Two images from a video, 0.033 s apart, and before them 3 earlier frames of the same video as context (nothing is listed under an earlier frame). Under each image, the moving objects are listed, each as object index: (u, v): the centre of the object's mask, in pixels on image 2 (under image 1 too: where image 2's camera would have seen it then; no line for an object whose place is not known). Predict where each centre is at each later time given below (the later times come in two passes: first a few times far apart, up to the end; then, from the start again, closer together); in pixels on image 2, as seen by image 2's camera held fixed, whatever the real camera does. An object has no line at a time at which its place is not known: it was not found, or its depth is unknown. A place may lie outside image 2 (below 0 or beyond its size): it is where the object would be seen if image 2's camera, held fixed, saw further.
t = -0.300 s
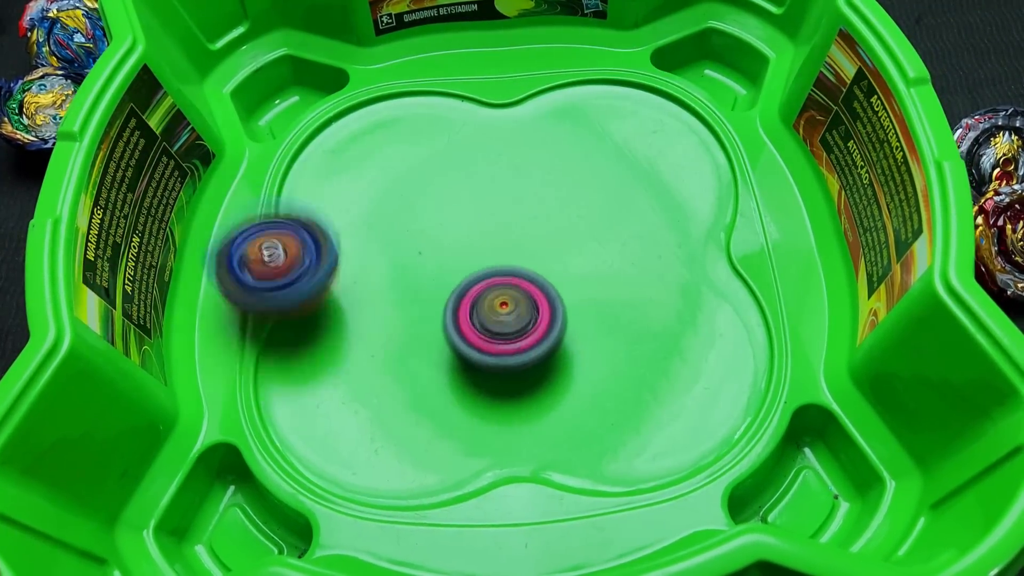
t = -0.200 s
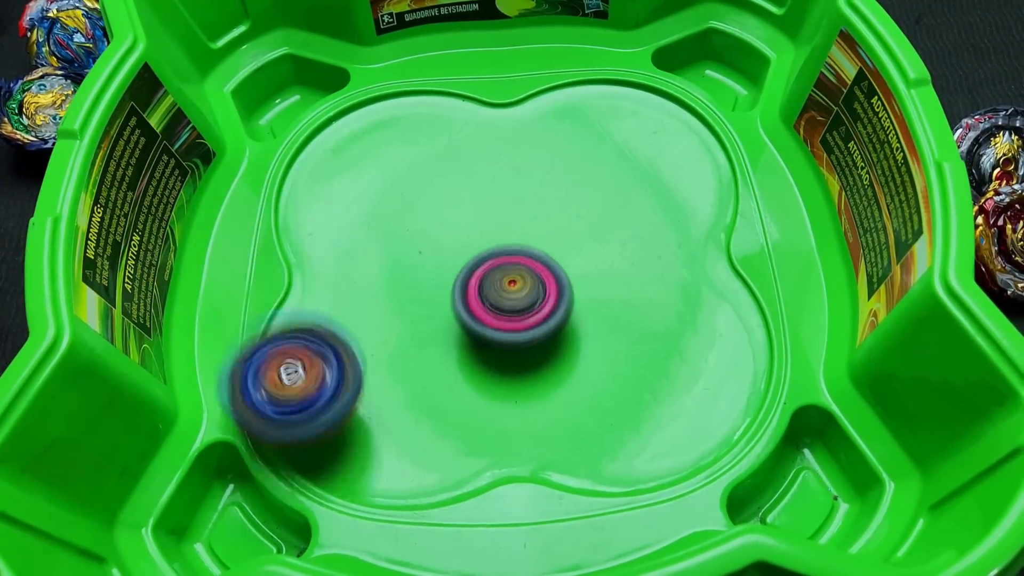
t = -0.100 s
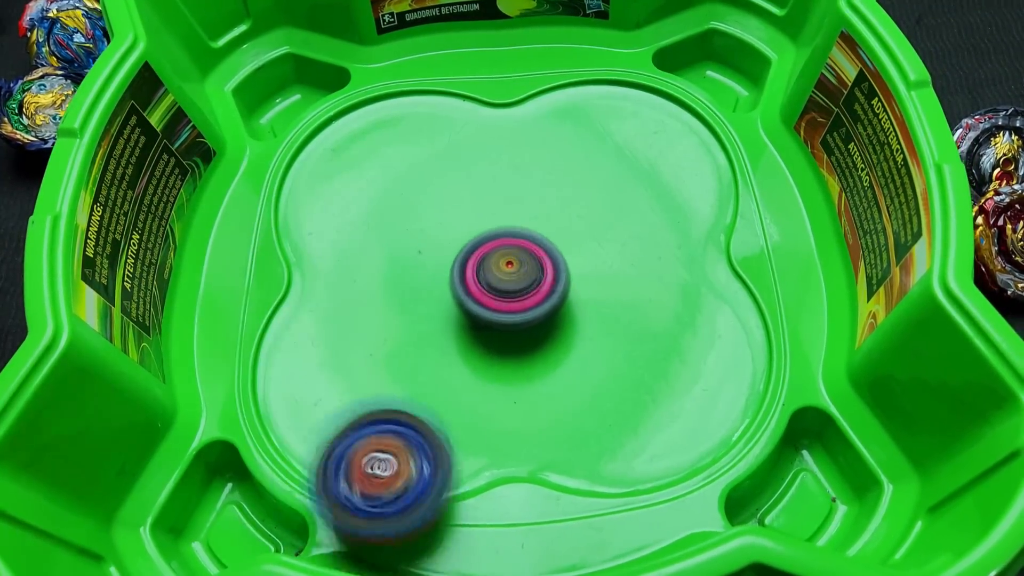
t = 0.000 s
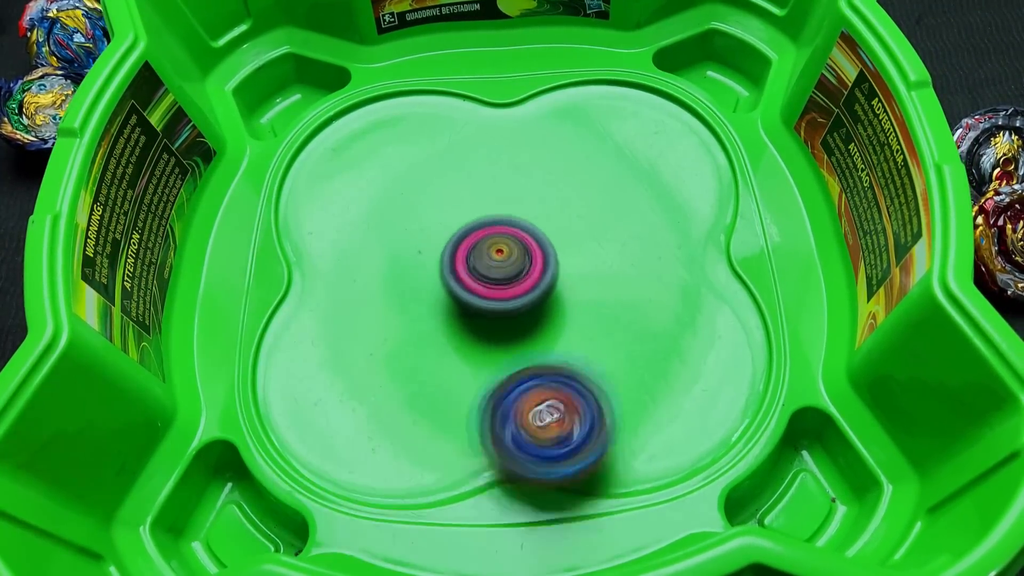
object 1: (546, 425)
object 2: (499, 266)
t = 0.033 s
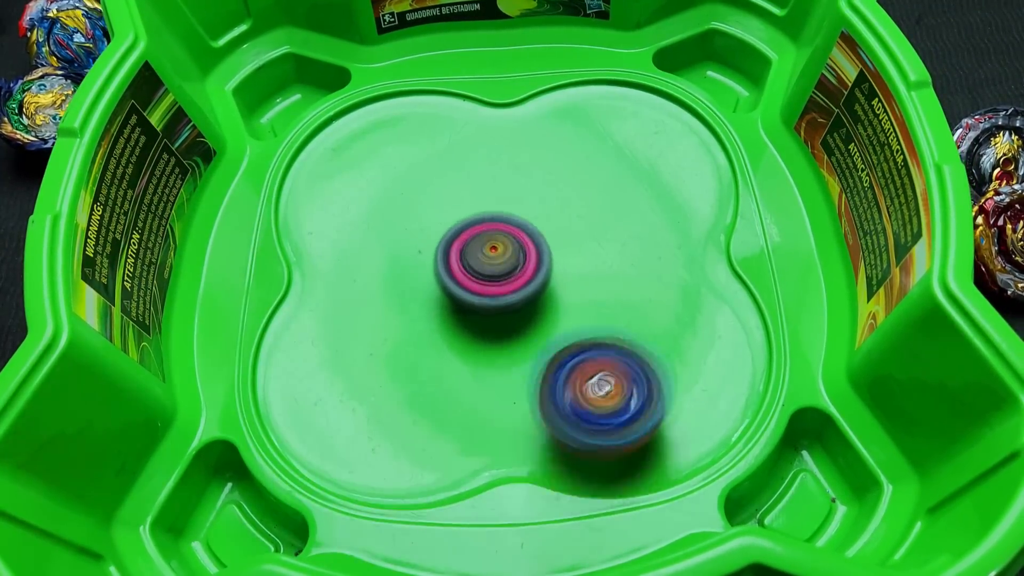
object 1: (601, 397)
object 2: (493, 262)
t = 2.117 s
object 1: (659, 156)
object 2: (520, 226)
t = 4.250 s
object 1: (361, 95)
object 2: (486, 277)
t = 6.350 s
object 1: (354, 192)
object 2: (499, 261)
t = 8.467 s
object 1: (355, 96)
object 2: (503, 249)
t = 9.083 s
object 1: (661, 293)
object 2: (502, 268)
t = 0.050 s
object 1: (622, 381)
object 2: (490, 261)
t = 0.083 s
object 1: (662, 342)
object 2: (485, 257)
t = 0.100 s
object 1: (674, 323)
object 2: (482, 255)
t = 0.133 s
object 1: (696, 280)
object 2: (476, 252)
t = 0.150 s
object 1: (702, 262)
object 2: (474, 251)
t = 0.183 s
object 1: (705, 218)
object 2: (469, 249)
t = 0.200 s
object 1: (703, 200)
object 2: (466, 249)
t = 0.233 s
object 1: (693, 156)
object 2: (460, 248)
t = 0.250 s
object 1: (683, 141)
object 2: (458, 248)
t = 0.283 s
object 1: (660, 106)
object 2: (453, 247)
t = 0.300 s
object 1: (649, 89)
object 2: (451, 247)
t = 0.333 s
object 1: (617, 61)
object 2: (446, 247)
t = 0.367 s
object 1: (575, 52)
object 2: (442, 248)
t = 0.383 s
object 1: (555, 50)
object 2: (441, 249)
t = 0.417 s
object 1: (511, 56)
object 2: (438, 249)
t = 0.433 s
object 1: (491, 56)
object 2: (437, 250)
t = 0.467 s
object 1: (456, 56)
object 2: (437, 251)
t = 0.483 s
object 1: (441, 57)
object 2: (436, 252)
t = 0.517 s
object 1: (408, 59)
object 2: (436, 253)
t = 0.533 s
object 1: (392, 64)
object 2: (436, 255)
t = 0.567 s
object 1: (358, 82)
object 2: (435, 257)
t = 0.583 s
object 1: (343, 91)
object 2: (435, 257)
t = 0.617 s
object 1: (310, 116)
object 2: (436, 259)
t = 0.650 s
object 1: (286, 146)
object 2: (439, 260)
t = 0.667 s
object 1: (278, 170)
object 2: (440, 261)
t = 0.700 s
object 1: (283, 216)
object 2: (443, 261)
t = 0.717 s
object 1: (292, 240)
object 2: (445, 261)
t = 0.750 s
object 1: (318, 286)
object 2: (449, 261)
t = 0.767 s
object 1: (332, 309)
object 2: (451, 261)
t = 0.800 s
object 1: (365, 349)
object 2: (456, 261)
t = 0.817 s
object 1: (383, 365)
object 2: (458, 261)
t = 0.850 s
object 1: (425, 394)
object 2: (462, 260)
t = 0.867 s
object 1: (447, 407)
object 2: (465, 258)
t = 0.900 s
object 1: (495, 422)
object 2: (470, 256)
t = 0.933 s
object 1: (548, 427)
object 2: (475, 254)
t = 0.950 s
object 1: (574, 426)
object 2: (478, 252)
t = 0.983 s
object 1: (625, 414)
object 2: (482, 249)
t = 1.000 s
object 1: (646, 405)
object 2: (483, 247)
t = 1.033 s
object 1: (690, 380)
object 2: (486, 244)
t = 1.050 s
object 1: (708, 366)
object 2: (487, 243)
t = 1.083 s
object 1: (739, 330)
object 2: (489, 239)
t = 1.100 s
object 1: (749, 312)
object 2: (490, 238)
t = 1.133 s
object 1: (753, 270)
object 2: (490, 235)
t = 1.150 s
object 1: (739, 253)
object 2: (491, 234)
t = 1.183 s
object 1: (706, 229)
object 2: (492, 232)
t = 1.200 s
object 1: (693, 214)
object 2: (492, 230)
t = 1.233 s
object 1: (664, 183)
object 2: (492, 228)
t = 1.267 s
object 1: (637, 152)
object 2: (492, 226)
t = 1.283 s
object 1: (624, 138)
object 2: (492, 225)
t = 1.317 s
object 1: (591, 112)
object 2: (492, 224)
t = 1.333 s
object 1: (573, 101)
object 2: (491, 222)
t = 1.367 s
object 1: (535, 83)
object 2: (490, 220)
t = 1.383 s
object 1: (517, 78)
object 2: (489, 219)
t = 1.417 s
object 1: (481, 98)
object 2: (489, 218)
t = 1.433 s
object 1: (464, 114)
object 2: (489, 217)
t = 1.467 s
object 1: (424, 131)
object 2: (490, 218)
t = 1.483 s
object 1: (405, 140)
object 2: (490, 219)
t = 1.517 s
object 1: (364, 158)
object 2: (492, 221)
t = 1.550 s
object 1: (326, 180)
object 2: (493, 223)
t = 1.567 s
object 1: (310, 192)
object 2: (493, 224)
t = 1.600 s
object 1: (285, 218)
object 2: (495, 225)
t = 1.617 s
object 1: (282, 231)
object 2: (497, 225)
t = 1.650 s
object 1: (310, 251)
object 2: (500, 226)
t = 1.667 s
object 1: (327, 267)
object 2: (501, 226)
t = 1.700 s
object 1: (353, 286)
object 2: (505, 227)
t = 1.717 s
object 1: (369, 299)
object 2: (507, 227)
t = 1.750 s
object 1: (395, 323)
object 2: (509, 228)
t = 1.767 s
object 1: (413, 336)
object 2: (511, 228)
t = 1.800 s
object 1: (450, 351)
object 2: (513, 228)
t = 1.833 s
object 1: (495, 361)
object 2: (516, 228)
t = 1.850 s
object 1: (516, 363)
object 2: (518, 227)
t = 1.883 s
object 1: (561, 357)
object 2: (520, 227)
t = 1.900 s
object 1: (580, 351)
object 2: (522, 227)
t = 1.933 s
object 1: (617, 332)
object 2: (523, 225)
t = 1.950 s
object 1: (633, 320)
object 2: (524, 225)
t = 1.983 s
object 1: (658, 290)
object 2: (524, 225)
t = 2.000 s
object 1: (665, 275)
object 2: (524, 224)
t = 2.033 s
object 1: (677, 239)
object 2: (524, 224)
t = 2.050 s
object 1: (677, 225)
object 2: (523, 224)
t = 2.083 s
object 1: (673, 190)
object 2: (522, 225)
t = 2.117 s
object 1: (659, 156)
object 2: (520, 226)
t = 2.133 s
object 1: (651, 141)
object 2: (520, 227)
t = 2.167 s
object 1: (625, 112)
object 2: (519, 230)
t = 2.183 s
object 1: (611, 102)
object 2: (519, 232)
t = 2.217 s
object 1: (578, 81)
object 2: (520, 236)
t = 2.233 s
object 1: (560, 73)
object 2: (520, 238)
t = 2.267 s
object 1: (527, 73)
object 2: (523, 243)
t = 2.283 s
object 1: (513, 83)
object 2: (523, 245)
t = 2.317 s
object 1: (480, 113)
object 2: (525, 249)
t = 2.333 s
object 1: (466, 119)
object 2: (525, 249)
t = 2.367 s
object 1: (433, 139)
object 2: (526, 251)
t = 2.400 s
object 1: (401, 158)
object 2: (527, 251)
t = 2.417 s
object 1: (382, 172)
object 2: (528, 251)
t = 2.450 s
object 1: (356, 198)
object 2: (528, 253)
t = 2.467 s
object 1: (344, 212)
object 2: (528, 255)
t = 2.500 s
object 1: (327, 242)
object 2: (528, 256)
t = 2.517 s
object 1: (322, 261)
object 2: (529, 256)
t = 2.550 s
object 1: (319, 293)
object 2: (531, 256)
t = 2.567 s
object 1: (320, 311)
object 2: (533, 255)
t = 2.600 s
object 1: (332, 345)
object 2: (537, 254)
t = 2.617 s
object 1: (343, 361)
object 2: (538, 254)
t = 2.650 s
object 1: (370, 390)
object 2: (541, 254)
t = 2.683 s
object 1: (405, 414)
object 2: (544, 255)
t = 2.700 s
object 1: (425, 422)
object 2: (545, 255)
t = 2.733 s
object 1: (471, 430)
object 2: (545, 256)
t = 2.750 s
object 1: (494, 431)
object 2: (544, 256)
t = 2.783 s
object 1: (545, 426)
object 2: (543, 255)
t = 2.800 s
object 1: (570, 420)
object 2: (542, 255)
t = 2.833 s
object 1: (616, 398)
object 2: (540, 254)
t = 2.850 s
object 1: (635, 384)
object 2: (539, 253)
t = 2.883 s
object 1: (669, 352)
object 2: (537, 253)
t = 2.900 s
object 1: (682, 336)
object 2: (536, 253)
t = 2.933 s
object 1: (701, 295)
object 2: (535, 253)
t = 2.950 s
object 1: (706, 276)
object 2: (533, 253)
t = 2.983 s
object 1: (708, 235)
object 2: (532, 255)
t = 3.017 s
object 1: (701, 198)
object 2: (530, 257)
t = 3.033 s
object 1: (694, 179)
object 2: (529, 258)
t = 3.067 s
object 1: (675, 147)
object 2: (528, 261)
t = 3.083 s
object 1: (663, 132)
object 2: (528, 263)
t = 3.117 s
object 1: (636, 103)
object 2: (527, 266)
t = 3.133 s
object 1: (620, 92)
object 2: (526, 268)
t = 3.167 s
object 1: (583, 77)
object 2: (526, 271)
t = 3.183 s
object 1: (566, 69)
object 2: (525, 272)
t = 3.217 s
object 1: (530, 74)
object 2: (524, 275)
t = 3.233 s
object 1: (516, 86)
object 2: (522, 276)
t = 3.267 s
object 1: (485, 118)
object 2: (519, 276)
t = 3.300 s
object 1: (454, 138)
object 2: (515, 275)
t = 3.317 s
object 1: (437, 154)
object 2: (514, 274)
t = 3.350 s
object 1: (404, 172)
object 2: (513, 273)
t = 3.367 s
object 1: (388, 183)
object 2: (513, 272)
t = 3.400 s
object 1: (359, 209)
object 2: (513, 273)
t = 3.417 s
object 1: (347, 224)
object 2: (513, 273)
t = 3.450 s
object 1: (330, 253)
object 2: (511, 274)
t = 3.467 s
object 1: (324, 269)
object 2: (510, 275)
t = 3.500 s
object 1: (321, 301)
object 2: (510, 276)
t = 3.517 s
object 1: (323, 317)
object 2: (510, 277)
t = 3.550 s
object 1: (336, 349)
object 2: (511, 280)
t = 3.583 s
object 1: (359, 379)
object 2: (512, 282)
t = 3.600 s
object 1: (373, 390)
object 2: (513, 284)
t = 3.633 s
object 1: (409, 410)
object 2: (514, 286)
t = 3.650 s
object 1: (428, 415)
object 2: (514, 286)
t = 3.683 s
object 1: (474, 417)
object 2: (514, 287)
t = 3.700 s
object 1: (496, 415)
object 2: (514, 287)
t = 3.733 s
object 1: (543, 404)
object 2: (513, 288)
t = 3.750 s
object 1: (563, 395)
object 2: (513, 287)
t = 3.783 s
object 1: (605, 373)
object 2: (512, 286)
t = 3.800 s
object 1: (620, 360)
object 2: (511, 285)
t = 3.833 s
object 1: (648, 327)
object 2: (510, 284)
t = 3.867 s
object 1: (662, 289)
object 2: (508, 283)
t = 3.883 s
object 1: (666, 270)
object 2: (507, 282)
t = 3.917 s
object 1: (666, 234)
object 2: (505, 280)
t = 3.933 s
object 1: (663, 217)
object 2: (504, 280)
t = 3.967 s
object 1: (649, 182)
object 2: (503, 280)
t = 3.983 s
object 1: (640, 168)
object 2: (502, 280)
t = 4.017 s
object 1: (616, 140)
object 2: (500, 279)
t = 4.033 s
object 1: (603, 128)
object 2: (499, 279)
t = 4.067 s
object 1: (571, 109)
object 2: (496, 279)
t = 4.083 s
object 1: (554, 101)
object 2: (495, 279)
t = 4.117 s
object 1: (518, 89)
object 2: (493, 279)
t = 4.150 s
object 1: (480, 84)
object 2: (491, 279)
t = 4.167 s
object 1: (460, 84)
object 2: (490, 279)
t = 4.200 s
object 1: (419, 82)
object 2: (488, 278)
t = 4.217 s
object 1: (399, 85)
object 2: (487, 278)
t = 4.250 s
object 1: (361, 95)
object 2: (486, 277)
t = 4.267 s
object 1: (345, 106)
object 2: (486, 277)
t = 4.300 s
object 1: (312, 121)
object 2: (485, 277)
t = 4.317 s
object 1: (299, 133)
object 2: (485, 276)
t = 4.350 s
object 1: (281, 164)
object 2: (485, 275)
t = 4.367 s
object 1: (275, 183)
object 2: (484, 274)
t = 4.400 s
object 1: (285, 222)
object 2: (484, 273)
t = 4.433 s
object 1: (300, 262)
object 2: (483, 272)
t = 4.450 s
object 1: (307, 282)
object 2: (482, 272)
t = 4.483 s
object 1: (327, 319)
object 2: (481, 271)
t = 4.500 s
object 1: (339, 334)
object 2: (480, 270)
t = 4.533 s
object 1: (372, 361)
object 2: (478, 269)
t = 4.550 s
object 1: (390, 373)
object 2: (477, 269)
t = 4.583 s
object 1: (434, 384)
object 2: (476, 268)
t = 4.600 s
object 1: (453, 388)
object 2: (476, 268)
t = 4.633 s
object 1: (500, 389)
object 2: (476, 268)
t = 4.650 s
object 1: (522, 389)
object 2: (476, 267)
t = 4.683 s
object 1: (571, 380)
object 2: (476, 267)
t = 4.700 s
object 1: (591, 373)
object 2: (476, 267)
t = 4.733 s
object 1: (630, 350)
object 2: (477, 266)
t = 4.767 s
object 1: (663, 321)
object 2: (478, 265)
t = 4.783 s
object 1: (674, 306)
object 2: (478, 264)
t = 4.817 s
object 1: (692, 271)
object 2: (478, 263)
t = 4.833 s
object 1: (697, 255)
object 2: (478, 263)
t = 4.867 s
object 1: (703, 221)
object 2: (480, 261)
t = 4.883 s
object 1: (702, 204)
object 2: (481, 260)
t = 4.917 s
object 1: (694, 171)
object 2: (481, 258)
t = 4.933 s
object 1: (688, 157)
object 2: (481, 257)
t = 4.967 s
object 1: (671, 128)
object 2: (480, 256)
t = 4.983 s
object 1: (660, 116)
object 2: (480, 255)
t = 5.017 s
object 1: (637, 93)
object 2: (480, 254)
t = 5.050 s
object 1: (606, 78)
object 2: (479, 252)
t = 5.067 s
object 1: (589, 69)
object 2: (479, 251)
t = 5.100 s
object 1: (553, 63)
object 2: (478, 250)
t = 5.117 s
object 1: (537, 71)
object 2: (478, 250)
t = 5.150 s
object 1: (507, 98)
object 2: (478, 249)
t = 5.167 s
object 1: (492, 110)
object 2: (478, 248)
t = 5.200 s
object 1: (459, 132)
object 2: (477, 246)
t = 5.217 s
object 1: (443, 142)
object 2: (477, 245)
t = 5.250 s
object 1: (415, 160)
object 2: (479, 245)
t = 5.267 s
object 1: (397, 169)
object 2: (482, 249)
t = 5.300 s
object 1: (369, 183)
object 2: (485, 255)
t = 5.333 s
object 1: (341, 205)
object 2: (487, 259)
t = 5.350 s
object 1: (330, 217)
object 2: (489, 261)
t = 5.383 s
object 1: (315, 243)
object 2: (492, 261)
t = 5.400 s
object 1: (310, 256)
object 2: (493, 260)
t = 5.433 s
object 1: (307, 287)
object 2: (496, 258)
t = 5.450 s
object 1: (308, 302)
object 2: (498, 257)
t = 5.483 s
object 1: (319, 332)
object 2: (503, 255)
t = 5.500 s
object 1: (328, 344)
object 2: (506, 253)
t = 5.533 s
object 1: (352, 368)
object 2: (509, 251)
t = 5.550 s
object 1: (367, 377)
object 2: (510, 250)
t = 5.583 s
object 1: (401, 389)
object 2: (513, 249)
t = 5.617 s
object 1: (437, 395)
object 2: (515, 247)
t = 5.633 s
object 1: (456, 395)
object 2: (516, 247)
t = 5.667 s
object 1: (495, 389)
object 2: (517, 247)
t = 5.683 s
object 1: (514, 384)
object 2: (518, 247)
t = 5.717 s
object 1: (551, 363)
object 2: (519, 247)
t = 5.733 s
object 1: (567, 353)
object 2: (519, 246)
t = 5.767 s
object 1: (596, 329)
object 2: (518, 246)
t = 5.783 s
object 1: (608, 316)
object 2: (518, 247)
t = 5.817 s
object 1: (628, 286)
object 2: (516, 247)
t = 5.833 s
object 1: (638, 273)
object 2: (513, 245)
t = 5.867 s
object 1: (650, 243)
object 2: (507, 241)
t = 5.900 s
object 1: (654, 215)
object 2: (503, 239)
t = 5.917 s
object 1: (653, 198)
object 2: (500, 239)
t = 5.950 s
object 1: (645, 171)
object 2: (497, 240)
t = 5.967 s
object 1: (638, 158)
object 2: (496, 240)
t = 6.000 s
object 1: (622, 133)
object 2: (495, 242)
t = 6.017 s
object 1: (611, 124)
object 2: (494, 243)
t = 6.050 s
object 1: (585, 108)
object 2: (493, 246)
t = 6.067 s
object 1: (570, 101)
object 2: (493, 247)
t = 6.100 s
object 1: (541, 93)
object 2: (493, 249)
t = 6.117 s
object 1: (526, 92)
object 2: (493, 250)
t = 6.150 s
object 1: (495, 93)
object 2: (493, 254)
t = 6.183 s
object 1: (463, 99)
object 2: (493, 256)
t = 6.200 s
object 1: (446, 103)
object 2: (493, 257)
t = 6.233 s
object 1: (420, 116)
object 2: (494, 259)
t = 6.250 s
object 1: (407, 124)
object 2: (495, 259)
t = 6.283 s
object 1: (386, 141)
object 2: (496, 260)
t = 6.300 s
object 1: (377, 153)
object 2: (496, 260)
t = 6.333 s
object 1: (361, 178)
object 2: (498, 261)
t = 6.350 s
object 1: (354, 192)
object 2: (499, 261)
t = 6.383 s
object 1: (344, 219)
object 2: (499, 261)
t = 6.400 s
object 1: (342, 235)
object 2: (500, 262)
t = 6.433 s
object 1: (342, 266)
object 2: (502, 263)
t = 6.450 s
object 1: (345, 281)
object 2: (502, 262)
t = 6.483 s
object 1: (357, 313)
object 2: (503, 262)
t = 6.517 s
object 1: (376, 343)
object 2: (504, 262)
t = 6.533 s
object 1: (388, 356)
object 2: (504, 262)
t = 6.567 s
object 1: (419, 378)
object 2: (505, 262)
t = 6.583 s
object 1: (435, 387)
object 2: (506, 262)
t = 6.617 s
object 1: (473, 400)
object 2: (507, 262)
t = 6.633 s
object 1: (493, 404)
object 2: (507, 261)
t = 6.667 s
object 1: (535, 406)
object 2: (507, 261)
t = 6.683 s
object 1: (554, 404)
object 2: (508, 261)
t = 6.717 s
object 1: (596, 395)
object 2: (509, 261)
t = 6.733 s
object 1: (614, 389)
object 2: (509, 261)
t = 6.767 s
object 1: (648, 369)
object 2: (510, 261)
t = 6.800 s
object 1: (674, 345)
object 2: (510, 260)
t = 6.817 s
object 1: (685, 330)
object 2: (510, 260)
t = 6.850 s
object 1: (701, 301)
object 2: (511, 259)
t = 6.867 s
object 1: (705, 285)
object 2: (511, 259)
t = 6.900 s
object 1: (708, 255)
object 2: (511, 258)
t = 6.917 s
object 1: (705, 239)
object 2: (511, 257)
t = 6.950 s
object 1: (696, 209)
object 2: (511, 256)
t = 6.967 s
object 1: (689, 195)
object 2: (510, 256)
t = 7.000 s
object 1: (671, 171)
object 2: (511, 255)
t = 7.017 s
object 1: (659, 160)
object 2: (510, 254)
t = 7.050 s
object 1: (634, 141)
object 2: (509, 254)
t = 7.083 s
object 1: (607, 126)
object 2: (508, 253)
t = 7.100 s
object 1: (589, 121)
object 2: (508, 252)
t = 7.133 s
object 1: (557, 115)
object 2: (506, 252)
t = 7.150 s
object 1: (538, 114)
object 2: (506, 252)
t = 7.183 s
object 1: (504, 114)
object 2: (503, 251)
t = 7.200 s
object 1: (487, 116)
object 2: (503, 251)
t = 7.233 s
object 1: (454, 122)
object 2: (501, 251)
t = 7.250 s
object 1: (436, 127)
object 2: (501, 251)
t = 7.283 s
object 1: (406, 139)
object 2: (498, 252)
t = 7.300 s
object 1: (391, 145)
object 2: (498, 253)
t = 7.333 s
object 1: (362, 165)
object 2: (497, 253)
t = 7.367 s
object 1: (336, 188)
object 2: (496, 254)
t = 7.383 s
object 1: (326, 199)
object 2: (495, 255)
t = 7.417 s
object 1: (307, 226)
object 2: (495, 255)
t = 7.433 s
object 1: (299, 239)
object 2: (494, 256)
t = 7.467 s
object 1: (291, 270)
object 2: (495, 257)
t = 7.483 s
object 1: (288, 286)
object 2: (494, 258)
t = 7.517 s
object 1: (285, 320)
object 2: (495, 260)
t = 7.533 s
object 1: (287, 336)
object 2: (495, 260)
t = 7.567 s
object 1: (297, 368)
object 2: (495, 261)
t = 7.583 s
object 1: (304, 381)
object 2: (496, 262)
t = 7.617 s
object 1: (324, 409)
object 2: (497, 263)
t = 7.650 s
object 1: (351, 433)
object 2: (497, 264)
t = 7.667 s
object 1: (368, 442)
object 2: (498, 265)
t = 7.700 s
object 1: (403, 454)
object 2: (499, 266)
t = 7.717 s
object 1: (423, 458)
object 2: (499, 266)
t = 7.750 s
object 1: (463, 458)
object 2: (502, 267)
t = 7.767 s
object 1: (486, 454)
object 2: (502, 266)
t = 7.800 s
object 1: (526, 442)
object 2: (503, 267)
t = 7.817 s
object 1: (548, 434)
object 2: (504, 267)
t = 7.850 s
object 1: (584, 417)
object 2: (505, 267)
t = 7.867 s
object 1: (600, 404)
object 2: (506, 267)
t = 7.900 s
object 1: (627, 379)
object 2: (507, 267)
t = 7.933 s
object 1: (646, 350)
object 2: (508, 266)
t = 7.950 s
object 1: (654, 334)
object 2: (510, 266)
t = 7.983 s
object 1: (664, 303)
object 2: (511, 265)
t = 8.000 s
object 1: (668, 285)
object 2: (511, 265)
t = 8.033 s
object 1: (667, 256)
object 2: (513, 263)
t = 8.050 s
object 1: (665, 241)
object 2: (513, 262)
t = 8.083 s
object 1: (656, 212)
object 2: (514, 261)
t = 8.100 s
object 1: (650, 198)
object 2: (515, 260)
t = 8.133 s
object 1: (636, 173)
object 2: (514, 258)
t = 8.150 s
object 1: (627, 159)
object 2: (514, 258)
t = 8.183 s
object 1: (605, 139)
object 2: (514, 257)
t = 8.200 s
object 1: (594, 127)
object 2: (514, 256)
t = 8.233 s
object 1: (567, 113)
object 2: (514, 255)
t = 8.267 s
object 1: (540, 99)
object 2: (512, 253)
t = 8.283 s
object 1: (526, 95)
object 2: (512, 253)
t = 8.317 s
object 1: (496, 88)
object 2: (511, 252)
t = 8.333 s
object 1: (480, 83)
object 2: (510, 251)
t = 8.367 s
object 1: (446, 79)
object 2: (509, 250)
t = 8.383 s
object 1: (431, 81)
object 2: (508, 250)
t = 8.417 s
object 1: (398, 84)
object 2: (506, 250)
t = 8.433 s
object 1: (384, 86)
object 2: (505, 249)
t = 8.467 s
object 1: (355, 96)
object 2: (503, 249)
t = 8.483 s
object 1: (339, 104)
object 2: (502, 249)
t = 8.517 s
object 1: (314, 119)
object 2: (500, 248)
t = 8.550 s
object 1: (294, 140)
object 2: (497, 249)
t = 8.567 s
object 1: (286, 152)
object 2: (496, 249)
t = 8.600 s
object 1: (276, 180)
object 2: (494, 251)
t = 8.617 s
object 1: (278, 200)
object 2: (493, 251)
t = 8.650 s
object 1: (285, 230)
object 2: (491, 252)
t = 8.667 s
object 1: (294, 244)
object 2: (491, 252)
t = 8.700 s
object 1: (311, 275)
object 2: (490, 253)
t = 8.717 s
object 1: (321, 289)
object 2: (489, 254)
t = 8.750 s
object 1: (342, 314)
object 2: (489, 256)
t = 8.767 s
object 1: (354, 325)
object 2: (489, 256)
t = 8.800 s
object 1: (383, 343)
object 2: (489, 258)
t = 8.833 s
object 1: (417, 357)
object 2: (490, 259)
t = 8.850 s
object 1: (436, 362)
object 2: (490, 260)
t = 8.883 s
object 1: (471, 367)
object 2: (491, 260)
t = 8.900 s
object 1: (489, 367)
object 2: (491, 260)
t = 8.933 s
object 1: (525, 364)
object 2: (493, 262)
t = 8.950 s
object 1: (543, 362)
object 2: (493, 264)
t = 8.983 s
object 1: (577, 353)
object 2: (495, 267)
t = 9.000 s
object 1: (597, 345)
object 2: (497, 267)
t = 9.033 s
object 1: (627, 328)
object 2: (498, 268)
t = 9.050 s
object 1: (640, 316)
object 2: (500, 269)
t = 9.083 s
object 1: (661, 293)
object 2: (502, 268)
